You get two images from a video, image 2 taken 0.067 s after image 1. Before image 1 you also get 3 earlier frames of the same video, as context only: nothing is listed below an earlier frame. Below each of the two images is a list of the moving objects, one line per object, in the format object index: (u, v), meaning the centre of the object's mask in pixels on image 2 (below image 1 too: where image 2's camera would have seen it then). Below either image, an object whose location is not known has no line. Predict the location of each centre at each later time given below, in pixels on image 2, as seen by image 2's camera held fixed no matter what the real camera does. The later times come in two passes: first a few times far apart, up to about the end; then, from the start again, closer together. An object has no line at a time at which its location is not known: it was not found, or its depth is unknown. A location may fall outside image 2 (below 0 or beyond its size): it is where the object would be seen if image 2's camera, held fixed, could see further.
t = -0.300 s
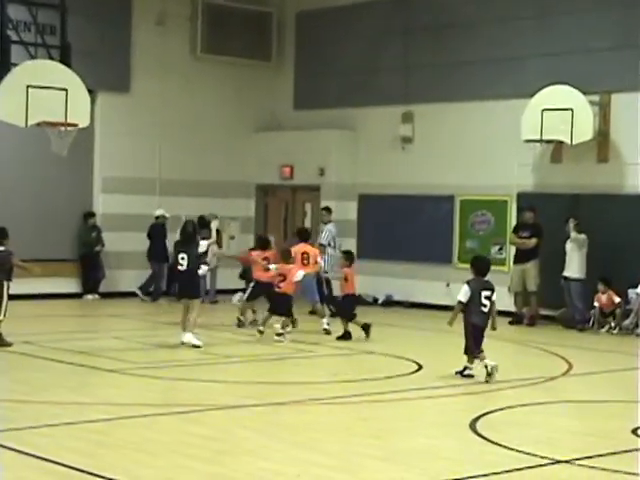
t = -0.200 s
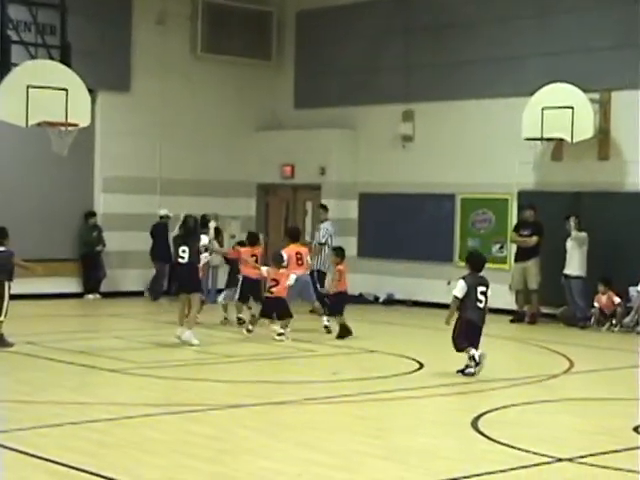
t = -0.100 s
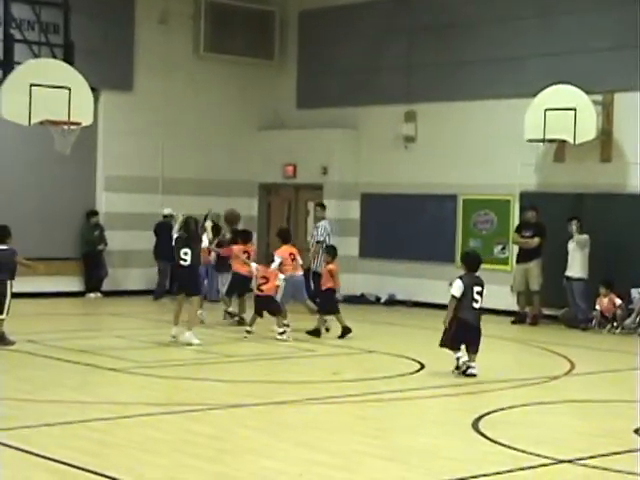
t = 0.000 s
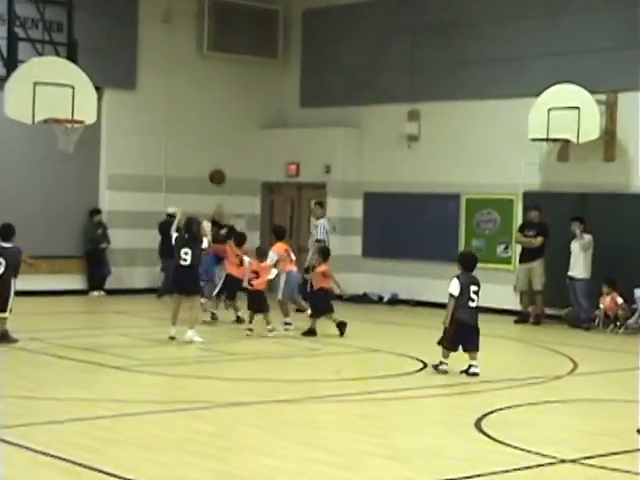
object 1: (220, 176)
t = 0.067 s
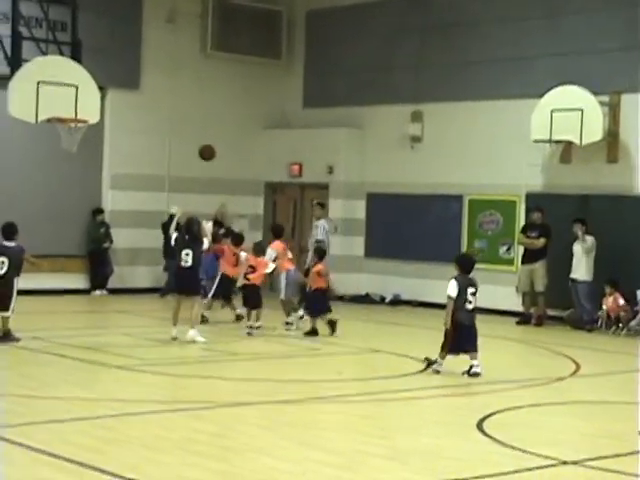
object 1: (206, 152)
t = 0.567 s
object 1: (100, 70)
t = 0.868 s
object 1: (29, 110)
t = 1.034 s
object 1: (-10, 163)
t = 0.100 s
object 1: (200, 141)
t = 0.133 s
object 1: (193, 130)
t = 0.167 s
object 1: (185, 121)
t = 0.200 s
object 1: (178, 112)
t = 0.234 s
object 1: (171, 105)
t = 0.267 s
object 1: (164, 97)
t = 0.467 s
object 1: (121, 73)
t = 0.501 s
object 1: (115, 71)
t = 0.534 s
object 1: (108, 70)
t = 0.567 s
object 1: (100, 70)
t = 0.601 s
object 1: (93, 71)
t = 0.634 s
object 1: (86, 72)
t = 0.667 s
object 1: (77, 76)
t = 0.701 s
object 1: (69, 79)
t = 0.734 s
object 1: (61, 83)
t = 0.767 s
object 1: (54, 89)
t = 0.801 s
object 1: (45, 95)
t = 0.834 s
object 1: (37, 102)
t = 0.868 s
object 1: (29, 110)
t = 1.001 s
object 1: (-2, 151)
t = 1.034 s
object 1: (-10, 163)
